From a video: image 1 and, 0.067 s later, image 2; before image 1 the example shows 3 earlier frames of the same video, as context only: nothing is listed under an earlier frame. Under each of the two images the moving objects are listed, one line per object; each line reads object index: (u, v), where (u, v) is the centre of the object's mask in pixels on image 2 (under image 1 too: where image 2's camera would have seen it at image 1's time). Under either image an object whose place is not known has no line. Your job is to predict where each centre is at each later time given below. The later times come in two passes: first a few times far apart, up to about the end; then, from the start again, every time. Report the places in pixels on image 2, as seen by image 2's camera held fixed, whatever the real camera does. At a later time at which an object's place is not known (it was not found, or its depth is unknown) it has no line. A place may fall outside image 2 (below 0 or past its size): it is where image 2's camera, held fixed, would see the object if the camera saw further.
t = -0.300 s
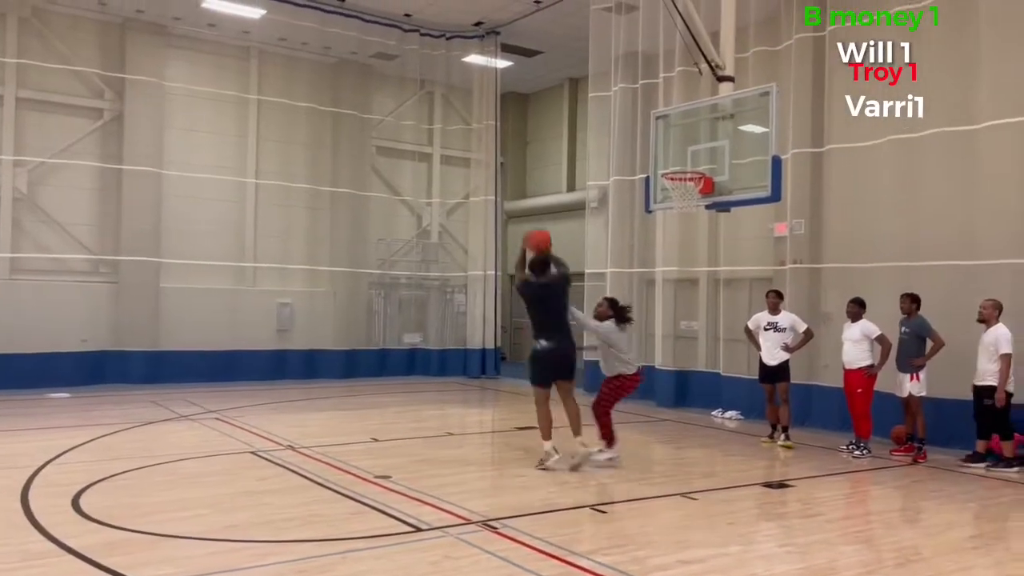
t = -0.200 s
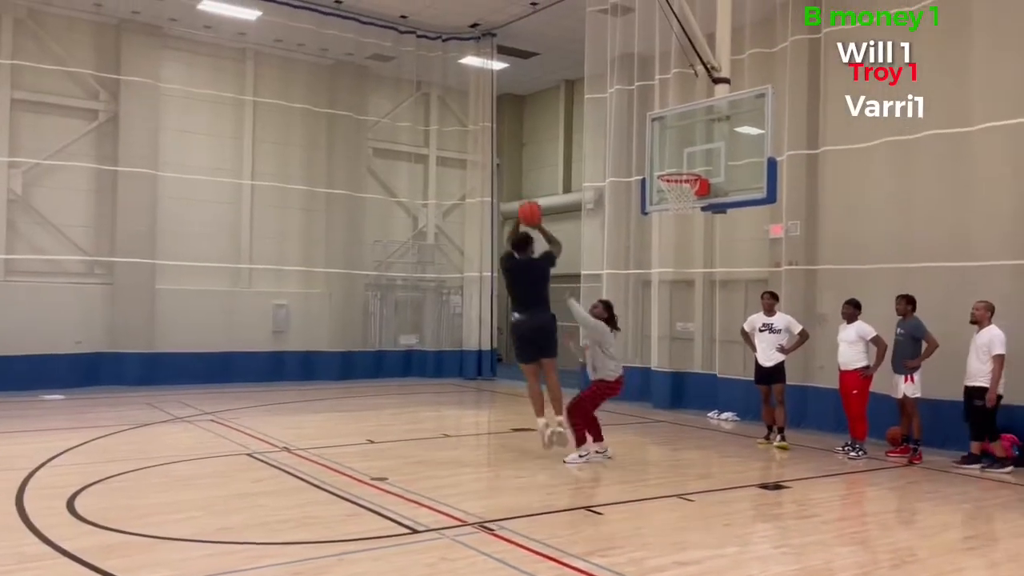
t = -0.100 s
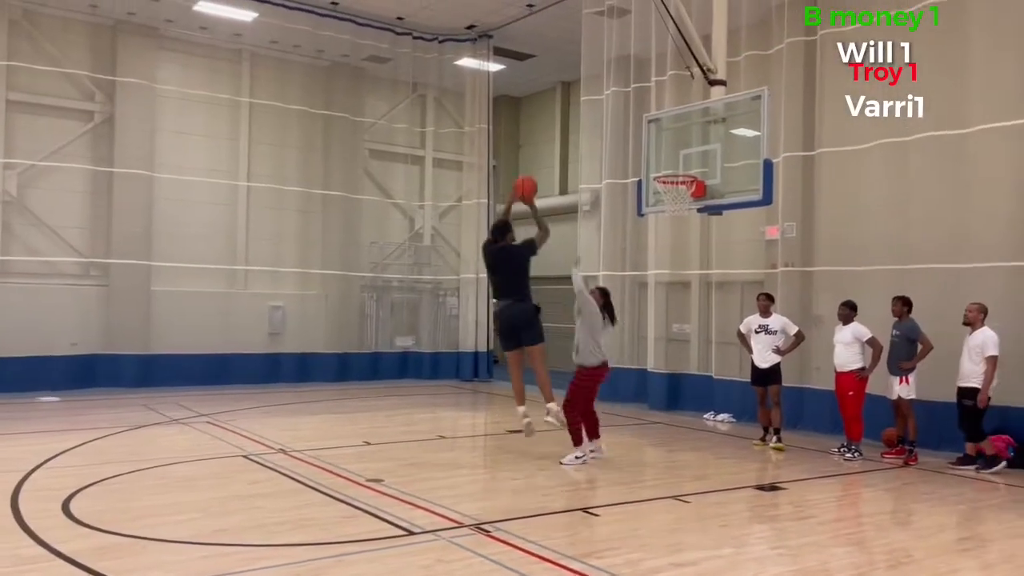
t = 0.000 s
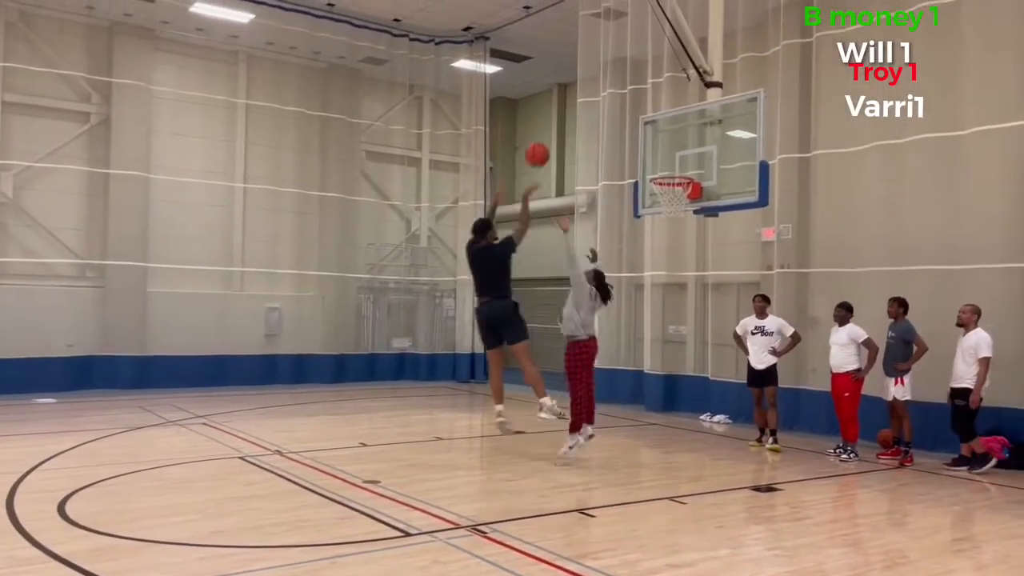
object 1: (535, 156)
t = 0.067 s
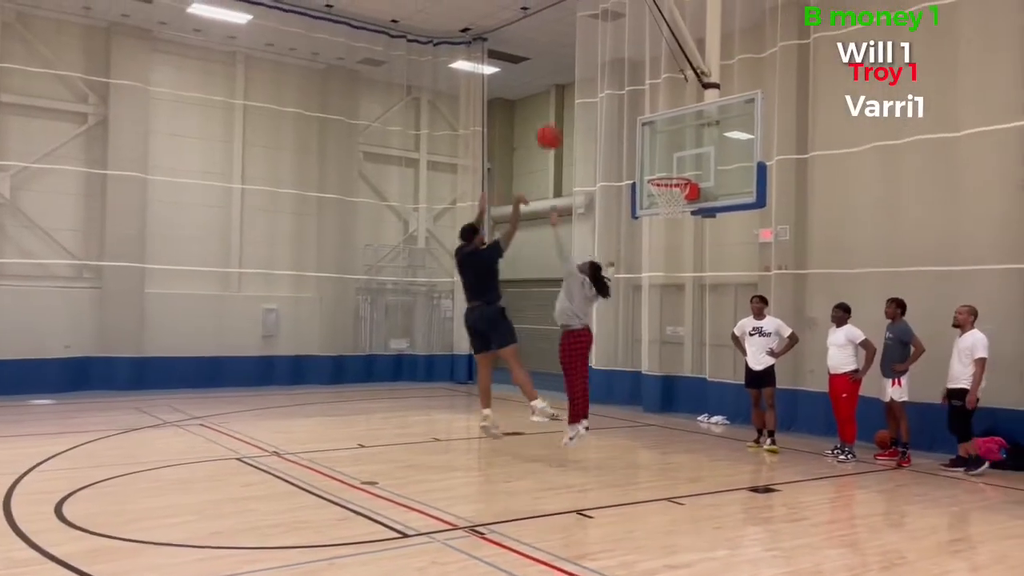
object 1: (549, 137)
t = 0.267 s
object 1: (585, 110)
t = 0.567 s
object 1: (631, 140)
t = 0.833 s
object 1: (637, 163)
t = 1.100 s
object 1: (617, 193)
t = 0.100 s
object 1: (555, 129)
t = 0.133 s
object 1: (562, 123)
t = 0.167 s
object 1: (567, 118)
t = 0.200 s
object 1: (573, 114)
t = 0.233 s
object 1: (579, 112)
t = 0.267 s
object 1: (585, 110)
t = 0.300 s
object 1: (591, 109)
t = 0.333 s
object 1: (596, 109)
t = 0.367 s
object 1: (602, 111)
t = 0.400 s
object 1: (607, 114)
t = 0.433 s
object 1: (612, 117)
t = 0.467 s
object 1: (616, 121)
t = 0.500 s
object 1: (622, 127)
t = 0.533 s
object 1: (626, 133)
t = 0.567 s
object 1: (631, 140)
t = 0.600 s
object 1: (637, 149)
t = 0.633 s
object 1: (641, 157)
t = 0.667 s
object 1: (645, 167)
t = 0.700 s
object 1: (646, 171)
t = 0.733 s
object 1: (644, 167)
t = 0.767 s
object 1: (642, 165)
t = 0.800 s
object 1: (639, 163)
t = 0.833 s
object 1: (637, 163)
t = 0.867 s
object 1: (635, 163)
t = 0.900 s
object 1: (632, 165)
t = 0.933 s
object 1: (630, 167)
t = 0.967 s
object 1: (627, 171)
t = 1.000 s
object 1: (625, 175)
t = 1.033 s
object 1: (622, 180)
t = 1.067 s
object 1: (620, 186)
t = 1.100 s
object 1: (617, 193)
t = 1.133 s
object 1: (614, 202)
